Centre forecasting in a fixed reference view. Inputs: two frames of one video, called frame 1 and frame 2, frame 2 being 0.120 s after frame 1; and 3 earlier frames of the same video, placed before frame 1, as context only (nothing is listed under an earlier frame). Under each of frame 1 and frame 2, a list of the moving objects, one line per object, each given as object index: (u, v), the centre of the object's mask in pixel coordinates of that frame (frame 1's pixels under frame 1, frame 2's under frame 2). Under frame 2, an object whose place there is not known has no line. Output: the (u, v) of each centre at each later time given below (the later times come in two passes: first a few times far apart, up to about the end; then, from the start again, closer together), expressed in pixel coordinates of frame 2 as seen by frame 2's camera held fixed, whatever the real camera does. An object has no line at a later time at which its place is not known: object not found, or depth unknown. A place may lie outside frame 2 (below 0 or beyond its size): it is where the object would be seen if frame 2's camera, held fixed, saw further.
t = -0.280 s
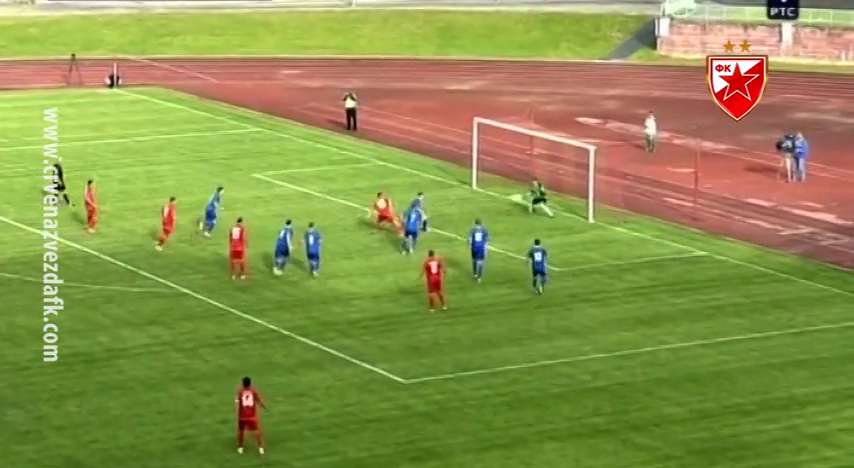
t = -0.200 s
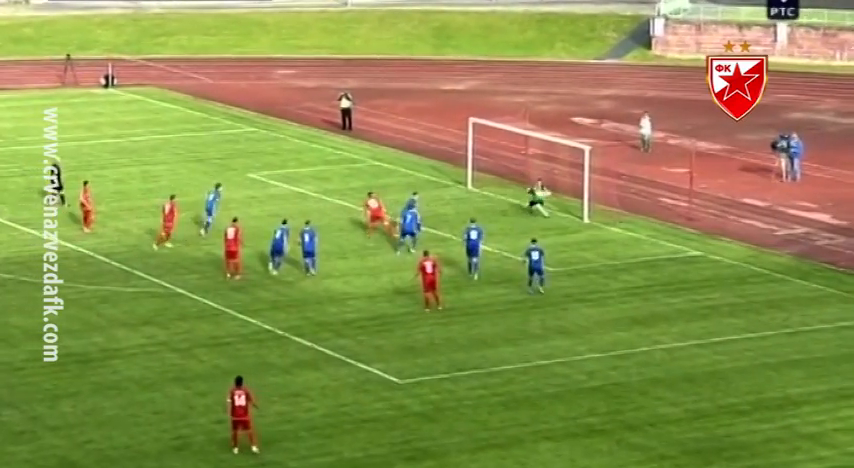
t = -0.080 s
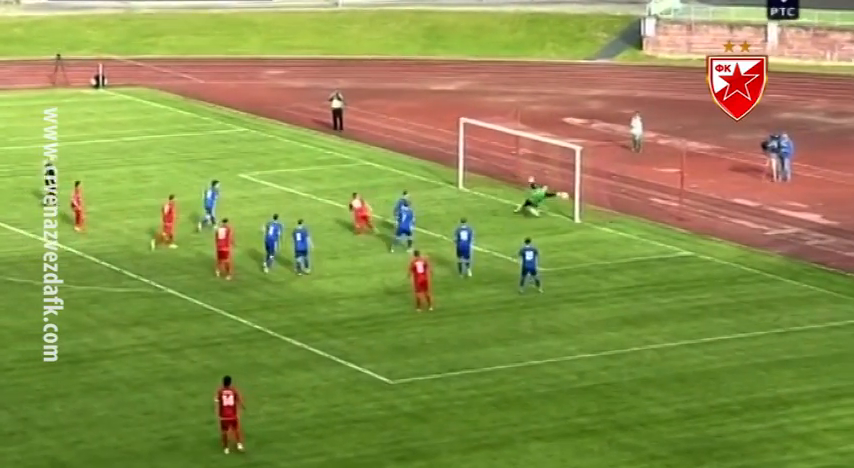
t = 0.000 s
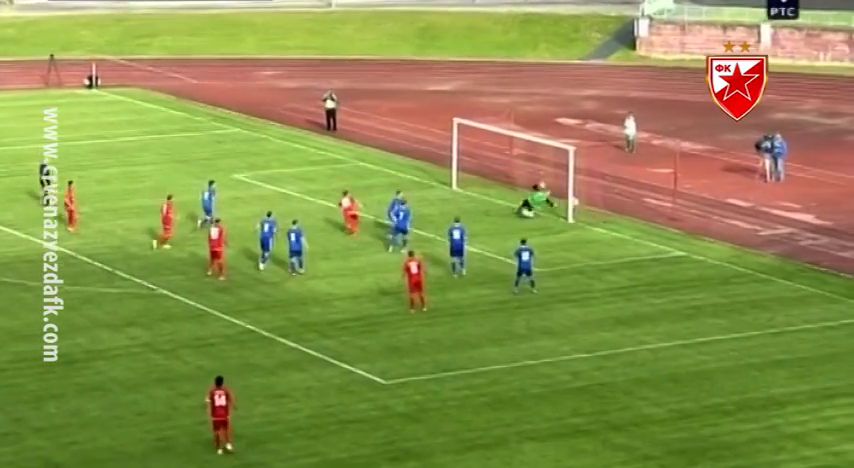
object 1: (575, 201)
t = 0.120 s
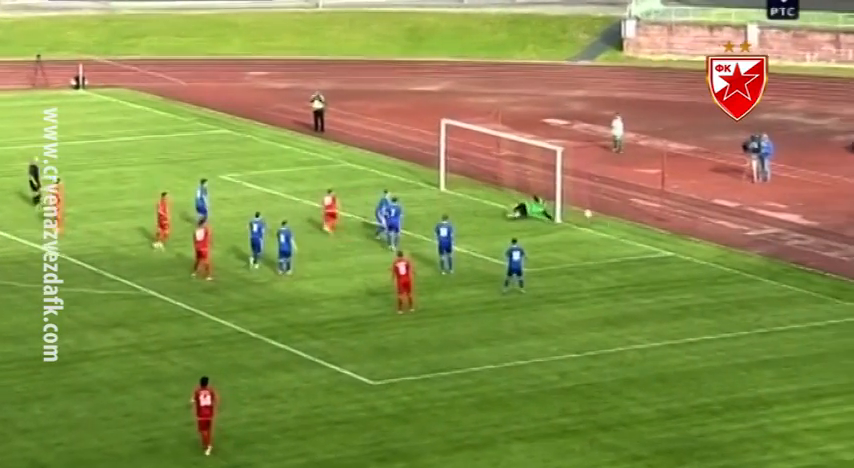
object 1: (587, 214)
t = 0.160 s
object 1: (596, 218)
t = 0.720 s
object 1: (656, 227)
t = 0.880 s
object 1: (671, 236)
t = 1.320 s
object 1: (711, 240)
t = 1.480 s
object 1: (726, 241)
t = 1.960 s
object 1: (772, 246)
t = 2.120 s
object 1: (786, 249)
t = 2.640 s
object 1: (834, 253)
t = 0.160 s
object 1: (596, 218)
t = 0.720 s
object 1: (656, 227)
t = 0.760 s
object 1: (660, 229)
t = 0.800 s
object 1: (663, 233)
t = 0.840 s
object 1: (667, 236)
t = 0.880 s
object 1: (671, 236)
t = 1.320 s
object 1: (711, 240)
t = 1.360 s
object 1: (715, 240)
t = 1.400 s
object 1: (719, 240)
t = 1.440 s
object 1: (722, 240)
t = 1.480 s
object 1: (726, 241)
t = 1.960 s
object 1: (772, 246)
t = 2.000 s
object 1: (775, 247)
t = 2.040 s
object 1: (779, 247)
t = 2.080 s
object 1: (783, 249)
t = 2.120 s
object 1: (786, 249)
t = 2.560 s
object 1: (827, 253)
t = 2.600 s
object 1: (830, 253)
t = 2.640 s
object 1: (834, 253)
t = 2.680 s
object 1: (837, 254)
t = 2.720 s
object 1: (841, 255)
